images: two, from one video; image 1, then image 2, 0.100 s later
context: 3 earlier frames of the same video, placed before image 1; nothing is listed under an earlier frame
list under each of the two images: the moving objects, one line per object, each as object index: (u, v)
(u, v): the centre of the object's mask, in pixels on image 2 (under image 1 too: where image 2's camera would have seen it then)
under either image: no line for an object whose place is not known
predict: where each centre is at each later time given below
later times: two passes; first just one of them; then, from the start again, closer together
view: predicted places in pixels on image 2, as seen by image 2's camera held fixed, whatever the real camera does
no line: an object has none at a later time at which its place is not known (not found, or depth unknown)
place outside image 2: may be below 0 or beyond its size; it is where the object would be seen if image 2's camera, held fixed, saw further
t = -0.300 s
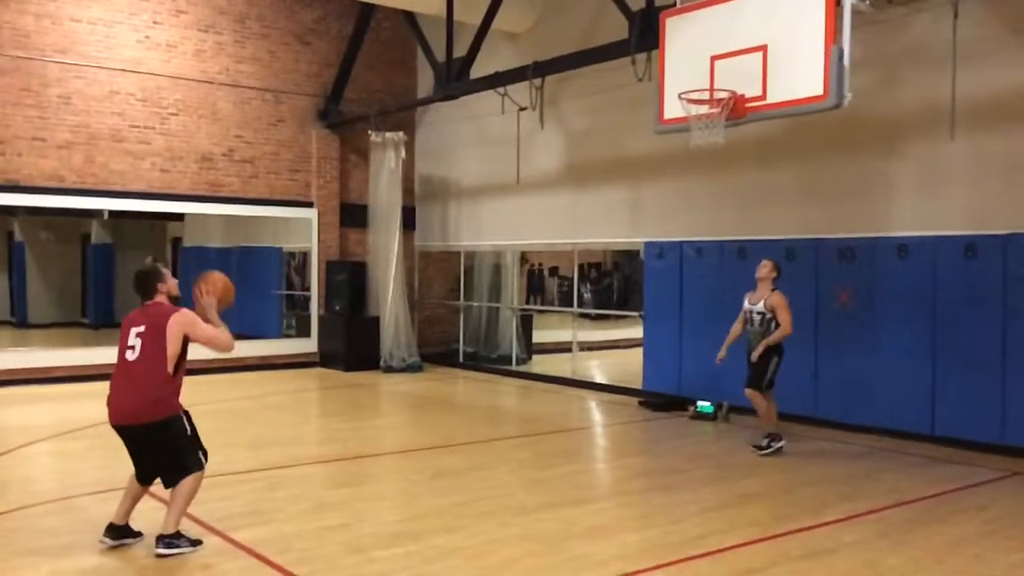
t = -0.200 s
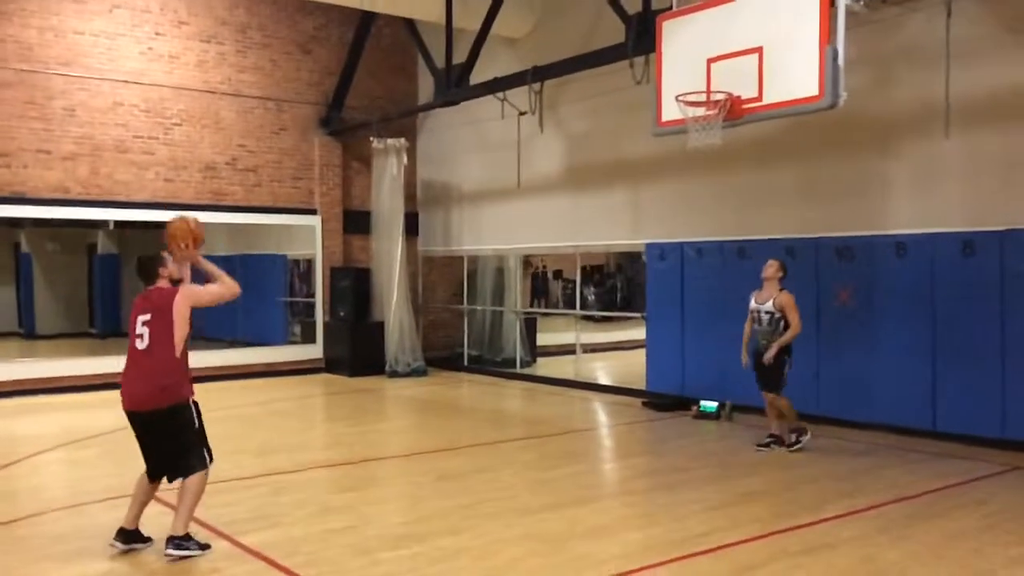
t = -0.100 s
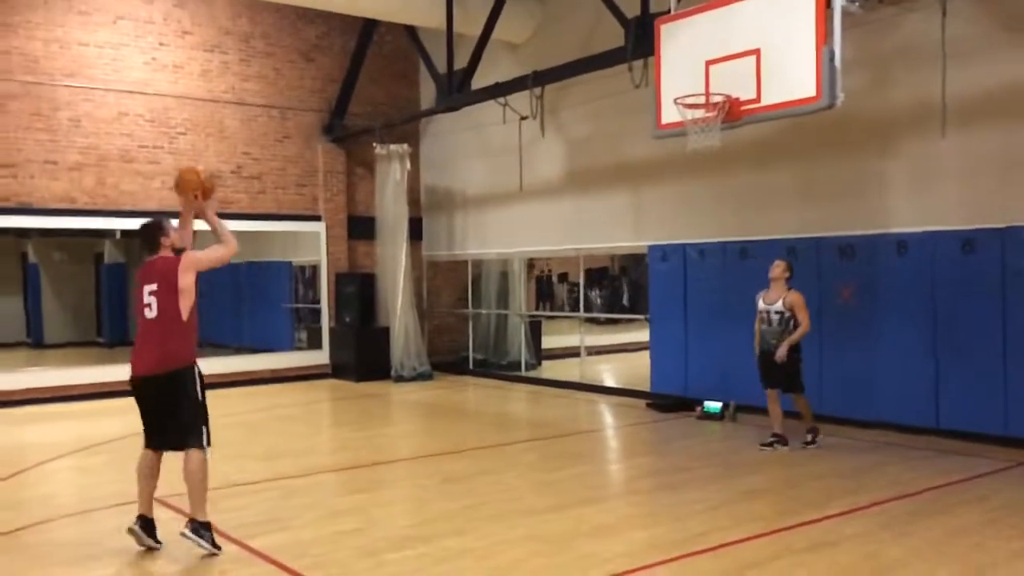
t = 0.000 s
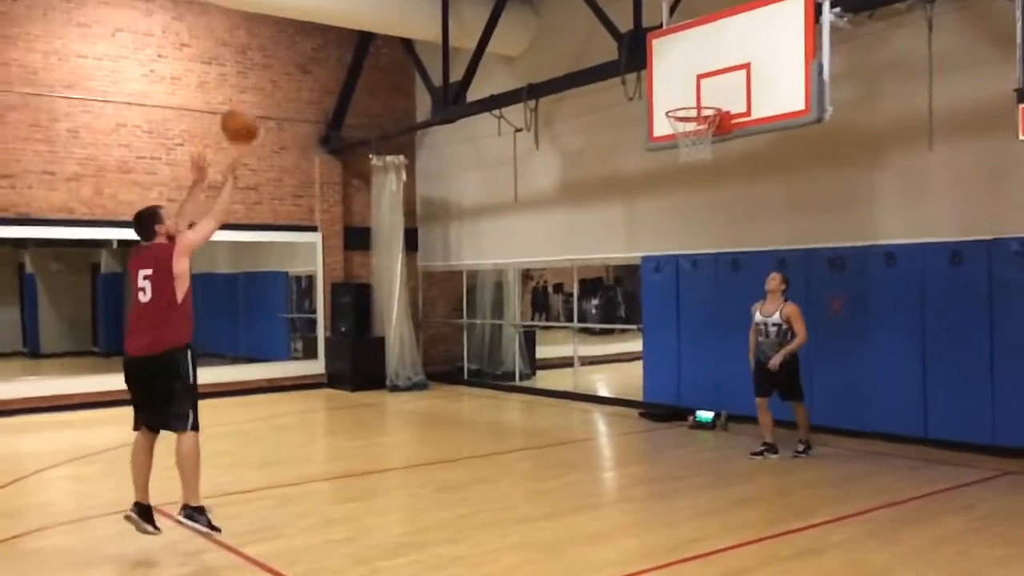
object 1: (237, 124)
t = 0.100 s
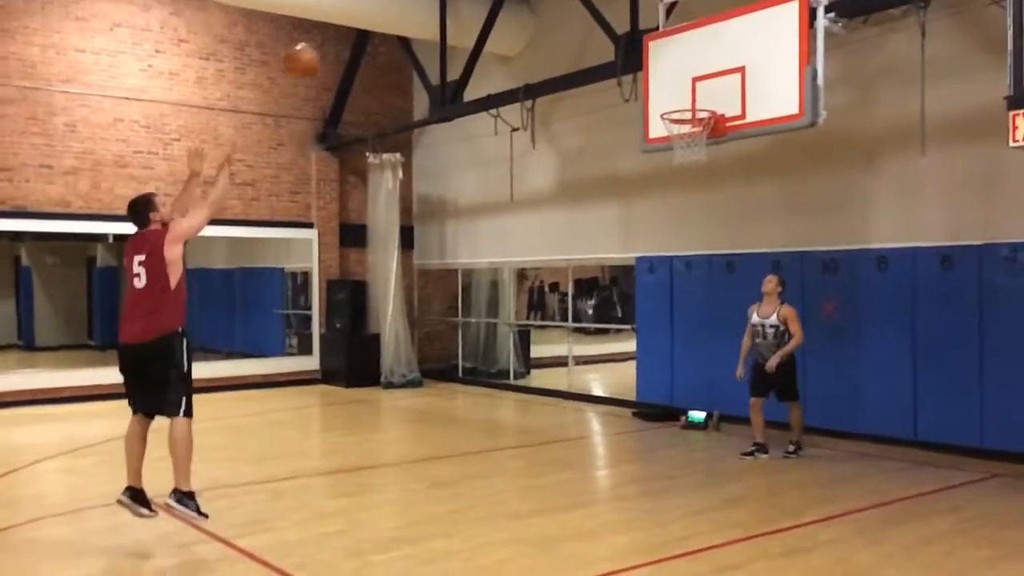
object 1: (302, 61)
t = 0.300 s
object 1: (419, 13)
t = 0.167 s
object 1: (343, 35)
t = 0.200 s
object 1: (363, 25)
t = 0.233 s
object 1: (382, 20)
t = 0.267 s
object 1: (401, 16)
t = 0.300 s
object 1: (419, 13)
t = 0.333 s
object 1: (435, 9)
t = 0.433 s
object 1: (486, -5)
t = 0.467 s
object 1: (504, -8)
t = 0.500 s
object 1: (519, -9)
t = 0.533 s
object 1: (532, -5)
